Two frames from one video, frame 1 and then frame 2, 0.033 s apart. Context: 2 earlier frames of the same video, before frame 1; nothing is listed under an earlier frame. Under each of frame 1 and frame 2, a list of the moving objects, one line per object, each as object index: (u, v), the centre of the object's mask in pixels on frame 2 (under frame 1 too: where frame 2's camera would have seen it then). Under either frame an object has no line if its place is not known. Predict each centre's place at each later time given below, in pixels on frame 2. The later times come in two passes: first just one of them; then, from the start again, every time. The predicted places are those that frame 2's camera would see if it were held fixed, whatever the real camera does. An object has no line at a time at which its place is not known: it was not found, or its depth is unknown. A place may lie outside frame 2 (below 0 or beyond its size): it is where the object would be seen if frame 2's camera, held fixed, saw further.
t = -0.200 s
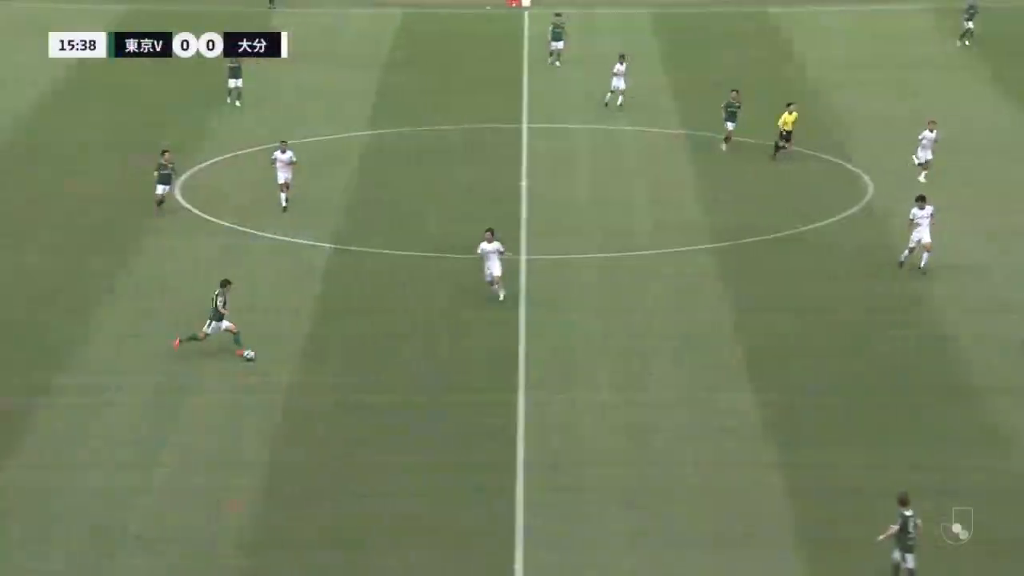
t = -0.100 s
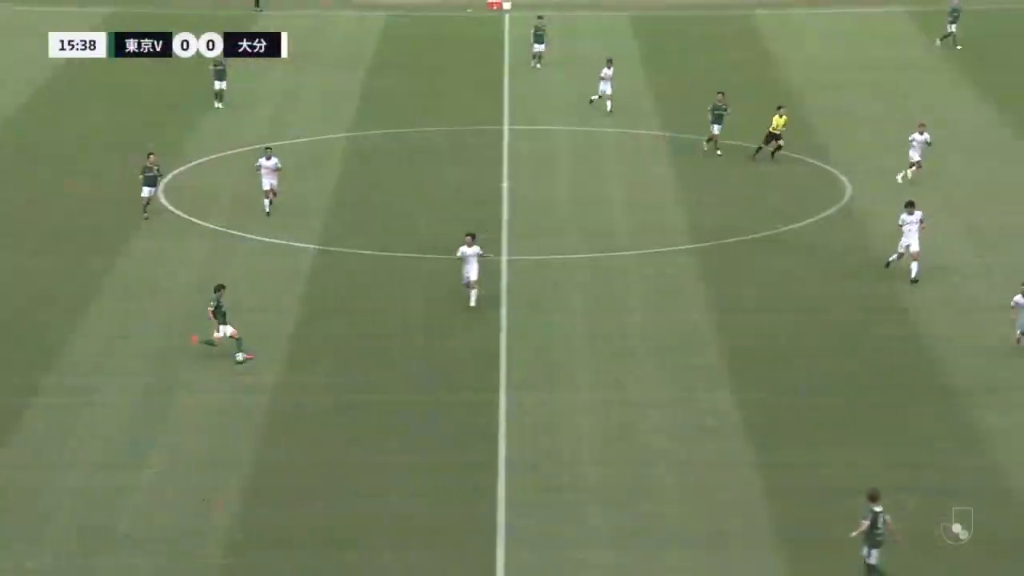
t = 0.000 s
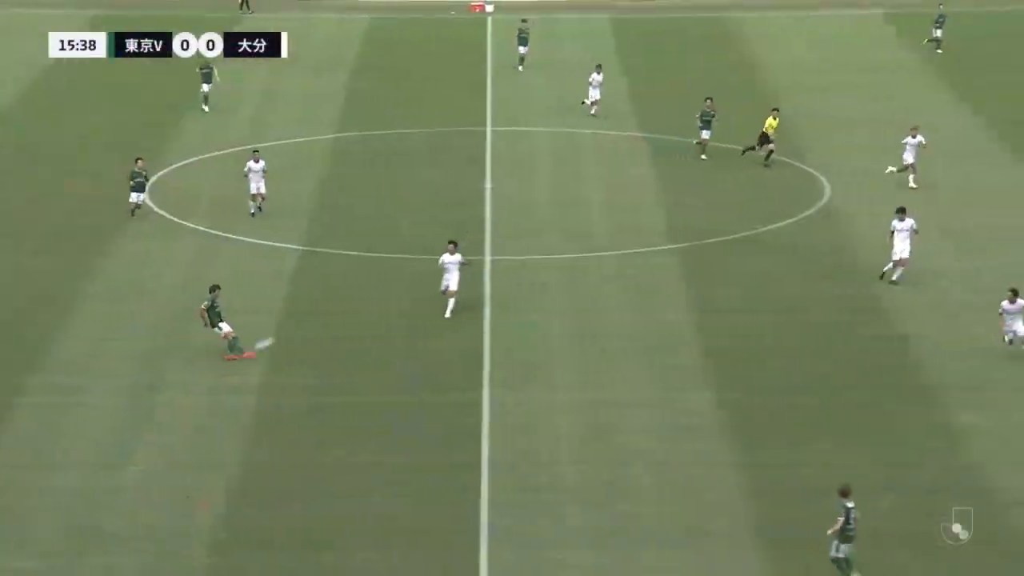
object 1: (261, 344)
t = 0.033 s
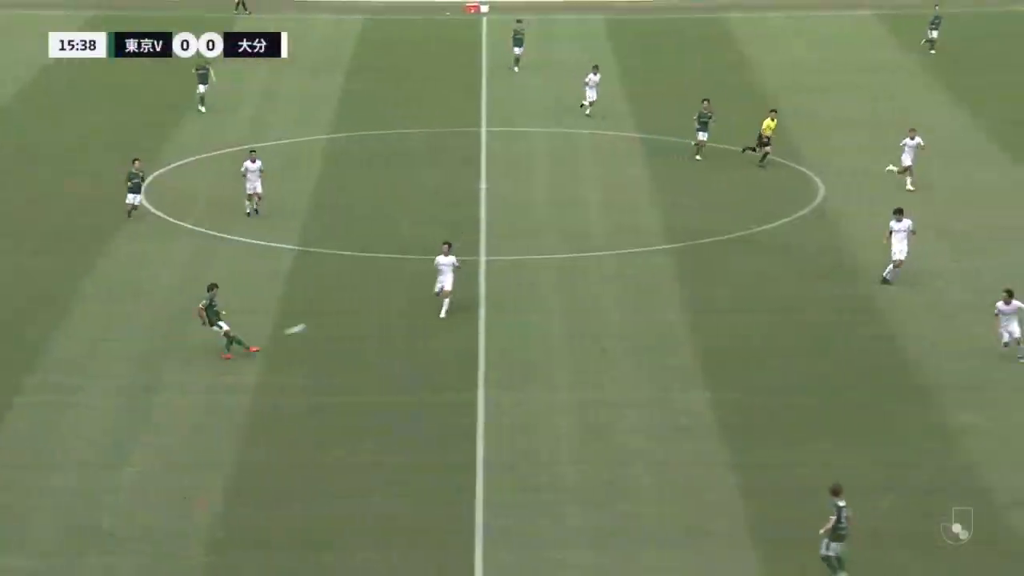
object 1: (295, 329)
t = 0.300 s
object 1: (546, 230)
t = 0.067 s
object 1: (330, 316)
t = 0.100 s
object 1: (362, 302)
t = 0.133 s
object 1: (394, 291)
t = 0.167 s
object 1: (424, 277)
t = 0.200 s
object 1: (460, 264)
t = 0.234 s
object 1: (489, 253)
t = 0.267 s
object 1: (517, 242)
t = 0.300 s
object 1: (546, 230)
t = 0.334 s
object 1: (575, 218)
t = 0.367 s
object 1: (603, 208)
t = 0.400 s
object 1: (630, 197)
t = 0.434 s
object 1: (658, 186)
